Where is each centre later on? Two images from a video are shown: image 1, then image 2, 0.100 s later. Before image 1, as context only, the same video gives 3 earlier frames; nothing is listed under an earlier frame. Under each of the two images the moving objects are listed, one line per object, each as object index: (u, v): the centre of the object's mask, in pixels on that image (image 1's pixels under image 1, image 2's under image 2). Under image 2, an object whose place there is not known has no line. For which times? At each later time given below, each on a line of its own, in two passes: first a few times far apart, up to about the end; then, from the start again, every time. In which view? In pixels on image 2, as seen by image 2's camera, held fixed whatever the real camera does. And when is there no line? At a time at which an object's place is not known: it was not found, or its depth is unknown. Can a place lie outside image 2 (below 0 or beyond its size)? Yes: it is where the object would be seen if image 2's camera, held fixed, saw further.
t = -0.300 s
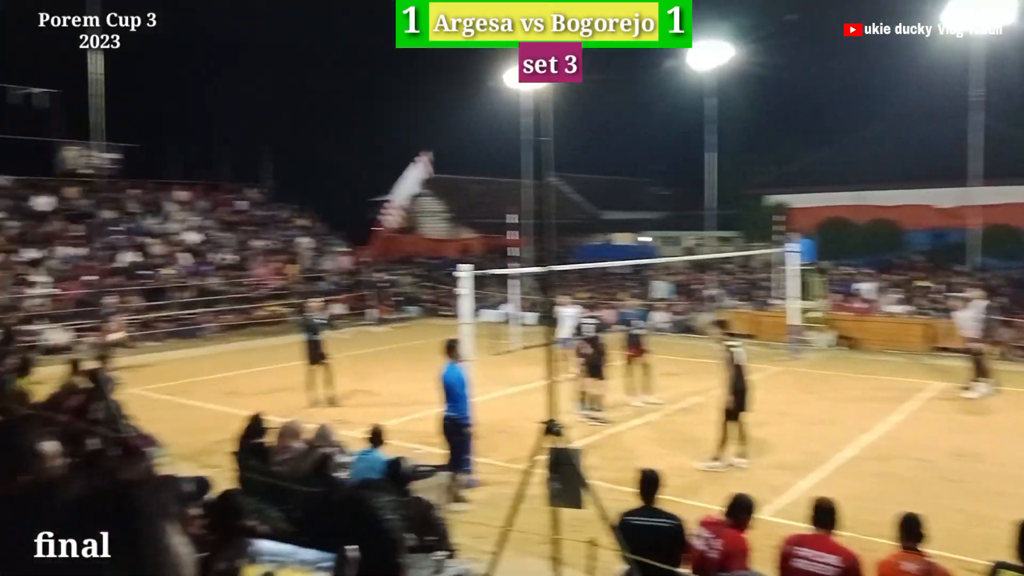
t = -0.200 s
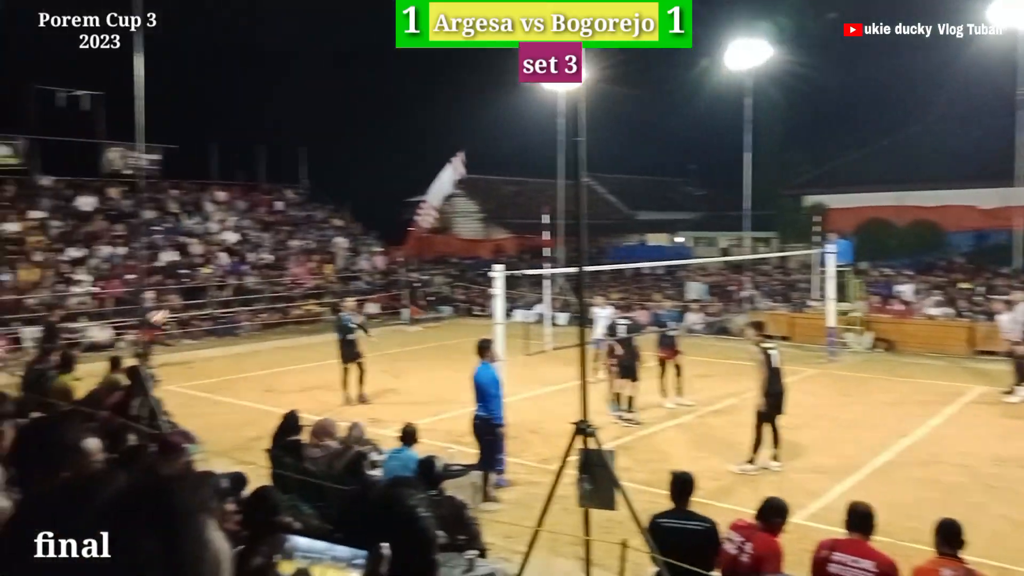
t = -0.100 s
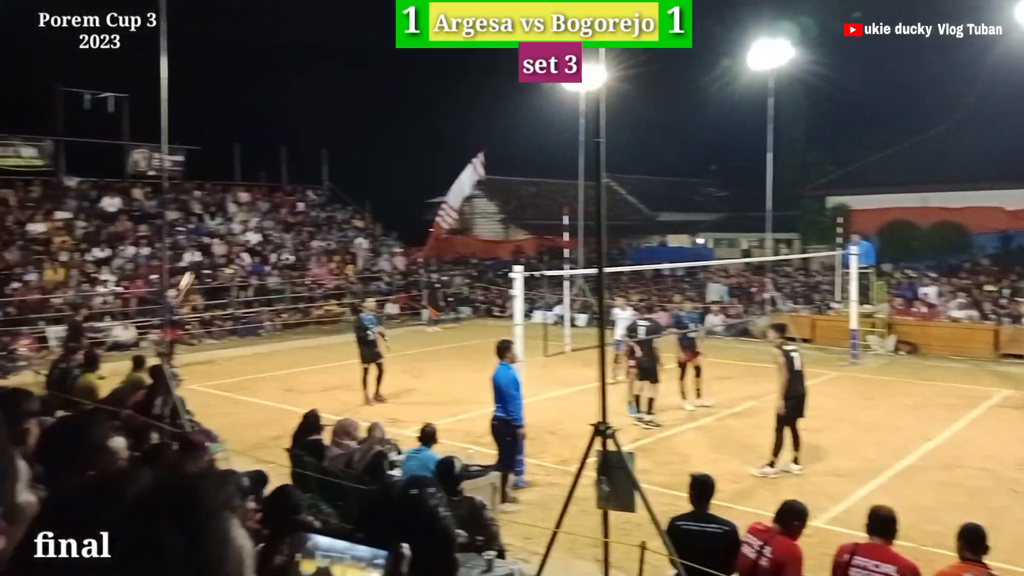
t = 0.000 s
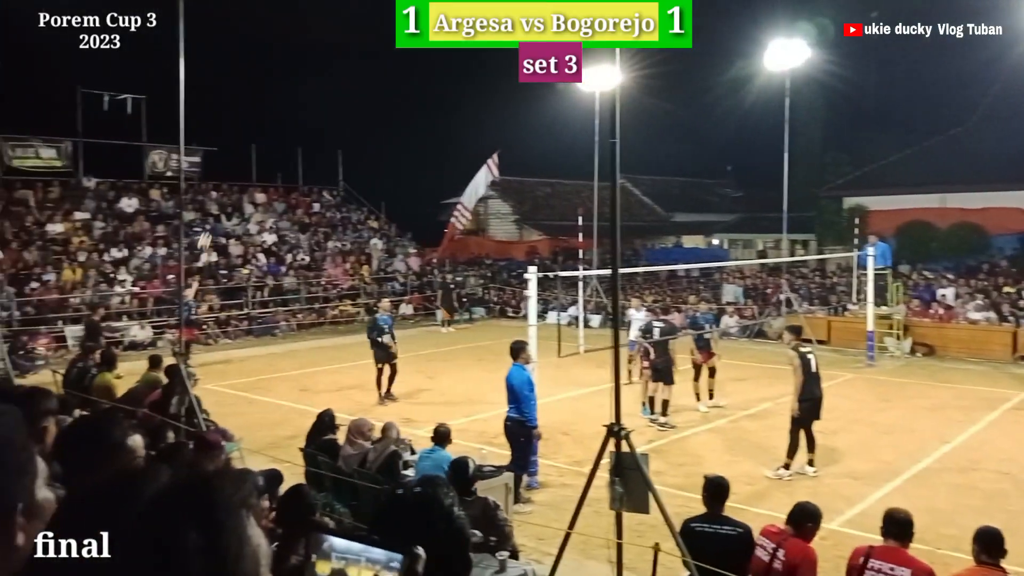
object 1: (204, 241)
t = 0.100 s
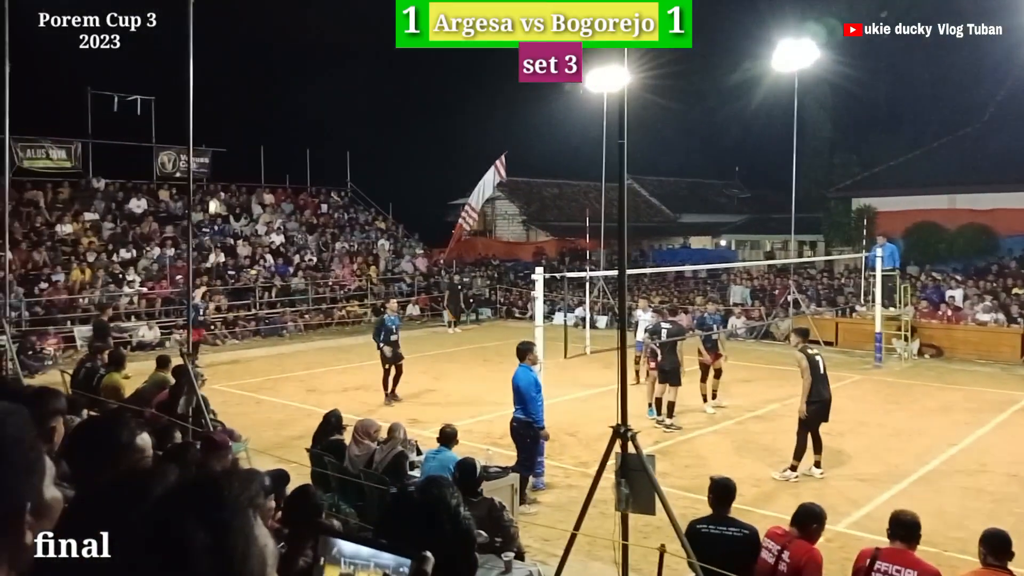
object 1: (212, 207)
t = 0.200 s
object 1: (216, 177)
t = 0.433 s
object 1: (222, 126)
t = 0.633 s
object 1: (227, 104)
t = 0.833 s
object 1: (233, 102)
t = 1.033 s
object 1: (240, 119)
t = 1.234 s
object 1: (247, 156)
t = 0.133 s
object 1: (215, 196)
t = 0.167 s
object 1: (215, 187)
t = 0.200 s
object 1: (216, 177)
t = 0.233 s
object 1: (217, 168)
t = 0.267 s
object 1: (217, 160)
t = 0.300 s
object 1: (218, 152)
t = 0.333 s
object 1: (219, 145)
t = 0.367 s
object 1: (220, 138)
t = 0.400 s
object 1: (221, 132)
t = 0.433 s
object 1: (222, 126)
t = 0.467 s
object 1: (222, 121)
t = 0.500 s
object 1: (223, 116)
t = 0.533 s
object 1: (224, 113)
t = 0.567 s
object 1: (225, 110)
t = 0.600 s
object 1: (226, 106)
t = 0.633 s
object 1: (227, 104)
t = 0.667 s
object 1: (228, 102)
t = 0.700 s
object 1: (229, 101)
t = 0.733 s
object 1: (230, 100)
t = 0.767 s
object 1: (231, 100)
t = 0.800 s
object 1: (232, 101)
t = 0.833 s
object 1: (233, 102)
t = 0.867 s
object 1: (235, 103)
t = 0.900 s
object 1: (235, 105)
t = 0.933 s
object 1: (237, 107)
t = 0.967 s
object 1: (238, 111)
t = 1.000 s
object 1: (239, 114)
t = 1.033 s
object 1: (240, 119)
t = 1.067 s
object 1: (241, 123)
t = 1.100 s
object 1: (243, 129)
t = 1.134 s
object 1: (244, 135)
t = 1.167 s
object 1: (245, 141)
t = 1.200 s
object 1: (246, 148)
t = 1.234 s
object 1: (247, 156)
